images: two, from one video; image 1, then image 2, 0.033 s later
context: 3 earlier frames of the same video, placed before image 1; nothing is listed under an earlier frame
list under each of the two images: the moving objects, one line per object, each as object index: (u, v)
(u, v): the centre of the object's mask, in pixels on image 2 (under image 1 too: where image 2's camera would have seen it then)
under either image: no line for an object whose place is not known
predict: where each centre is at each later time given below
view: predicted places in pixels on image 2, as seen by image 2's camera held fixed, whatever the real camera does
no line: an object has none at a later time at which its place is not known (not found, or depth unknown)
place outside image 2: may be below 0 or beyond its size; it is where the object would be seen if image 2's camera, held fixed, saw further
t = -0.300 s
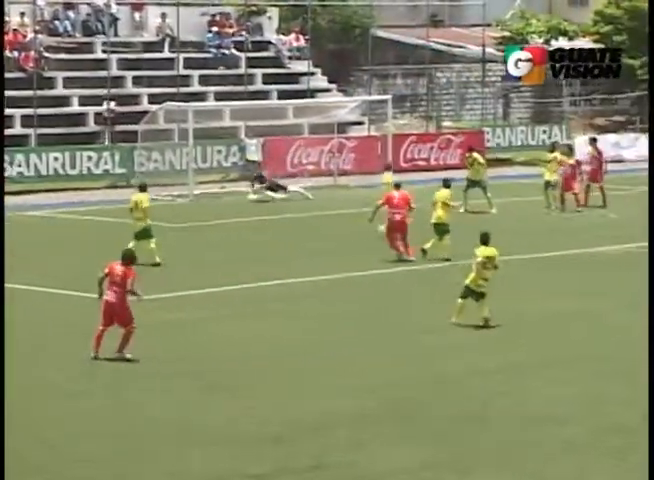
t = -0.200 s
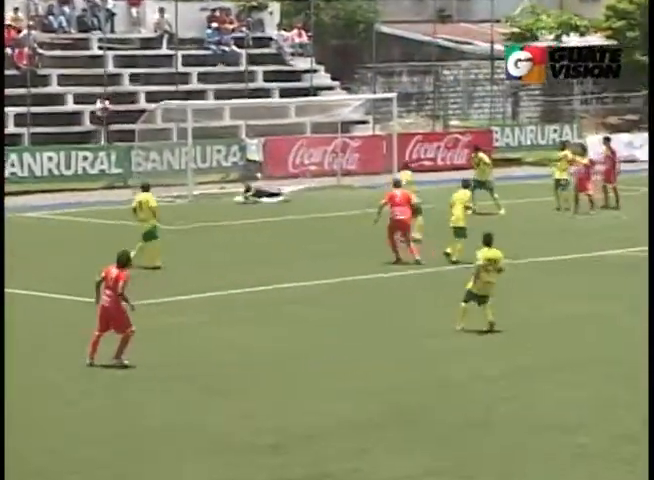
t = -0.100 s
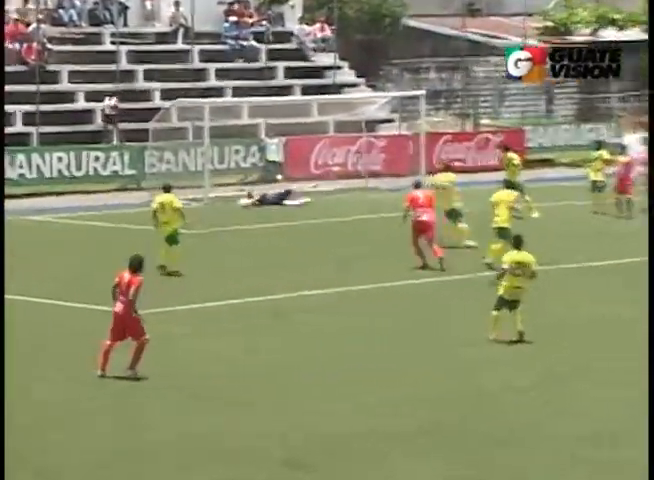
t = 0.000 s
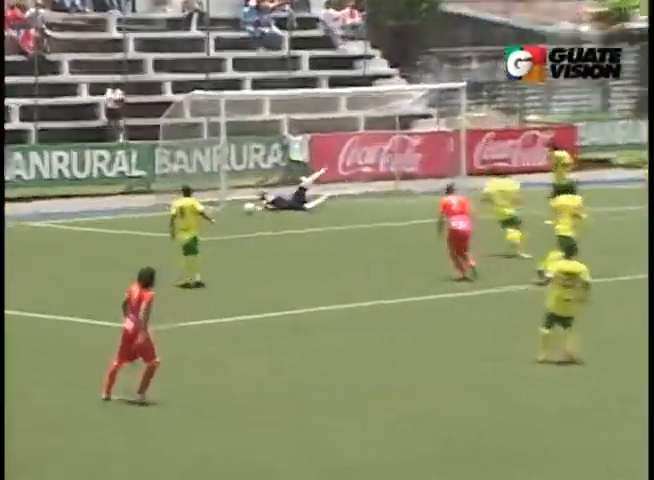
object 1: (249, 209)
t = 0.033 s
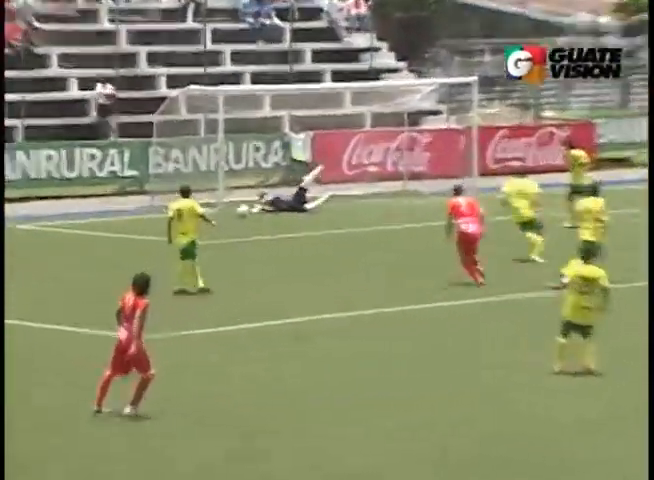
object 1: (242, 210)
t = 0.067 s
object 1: (237, 213)
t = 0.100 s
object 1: (232, 211)
